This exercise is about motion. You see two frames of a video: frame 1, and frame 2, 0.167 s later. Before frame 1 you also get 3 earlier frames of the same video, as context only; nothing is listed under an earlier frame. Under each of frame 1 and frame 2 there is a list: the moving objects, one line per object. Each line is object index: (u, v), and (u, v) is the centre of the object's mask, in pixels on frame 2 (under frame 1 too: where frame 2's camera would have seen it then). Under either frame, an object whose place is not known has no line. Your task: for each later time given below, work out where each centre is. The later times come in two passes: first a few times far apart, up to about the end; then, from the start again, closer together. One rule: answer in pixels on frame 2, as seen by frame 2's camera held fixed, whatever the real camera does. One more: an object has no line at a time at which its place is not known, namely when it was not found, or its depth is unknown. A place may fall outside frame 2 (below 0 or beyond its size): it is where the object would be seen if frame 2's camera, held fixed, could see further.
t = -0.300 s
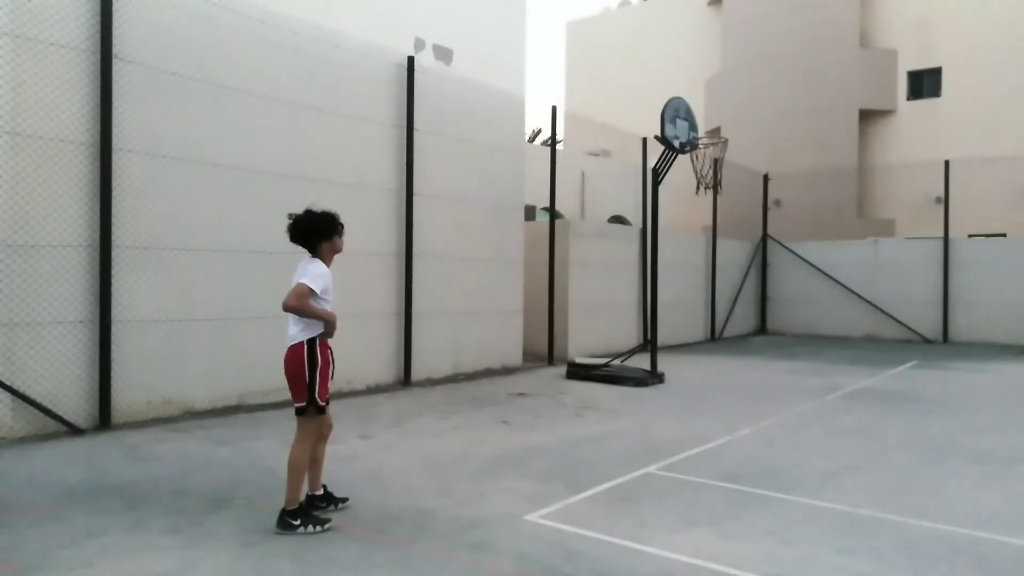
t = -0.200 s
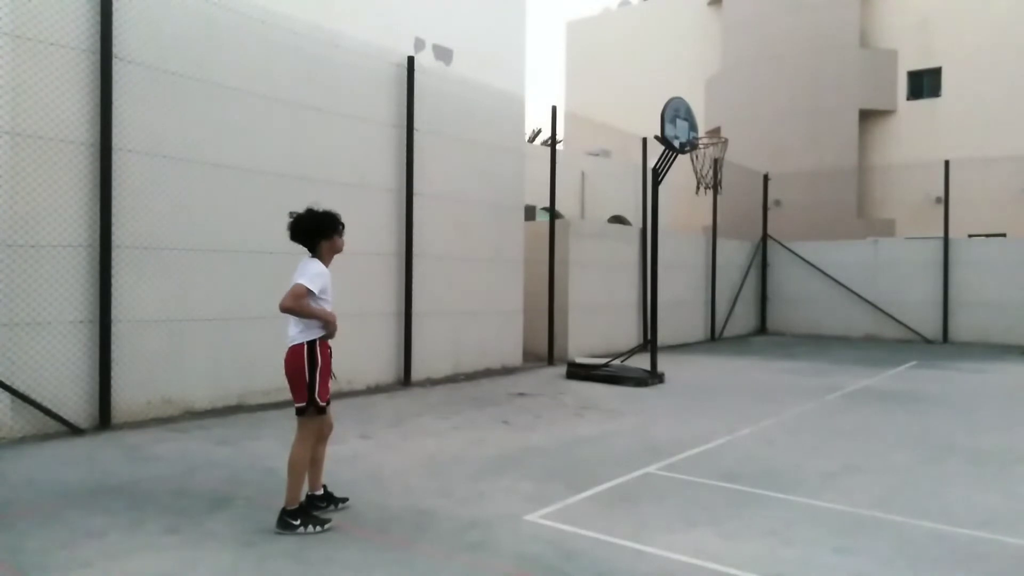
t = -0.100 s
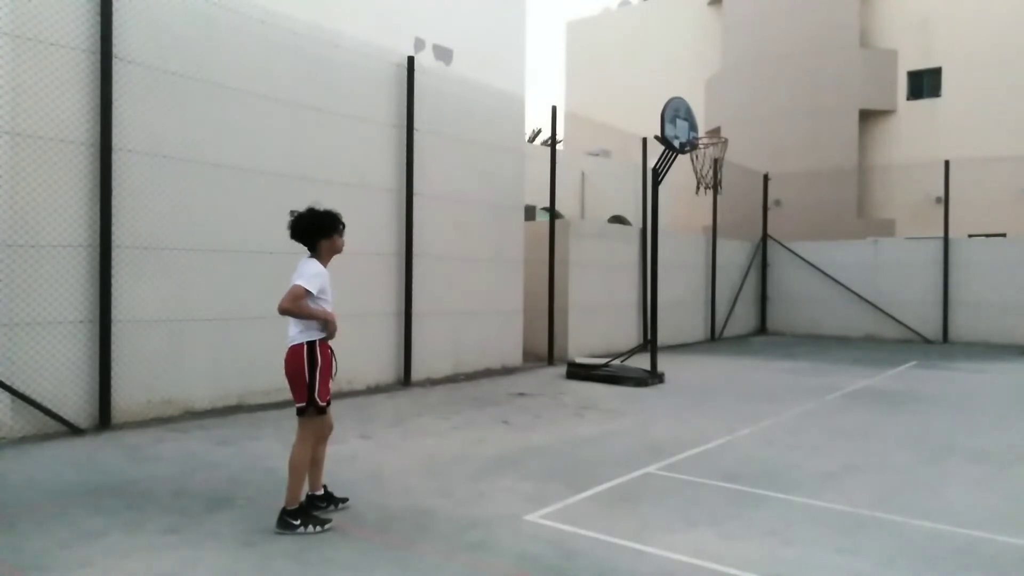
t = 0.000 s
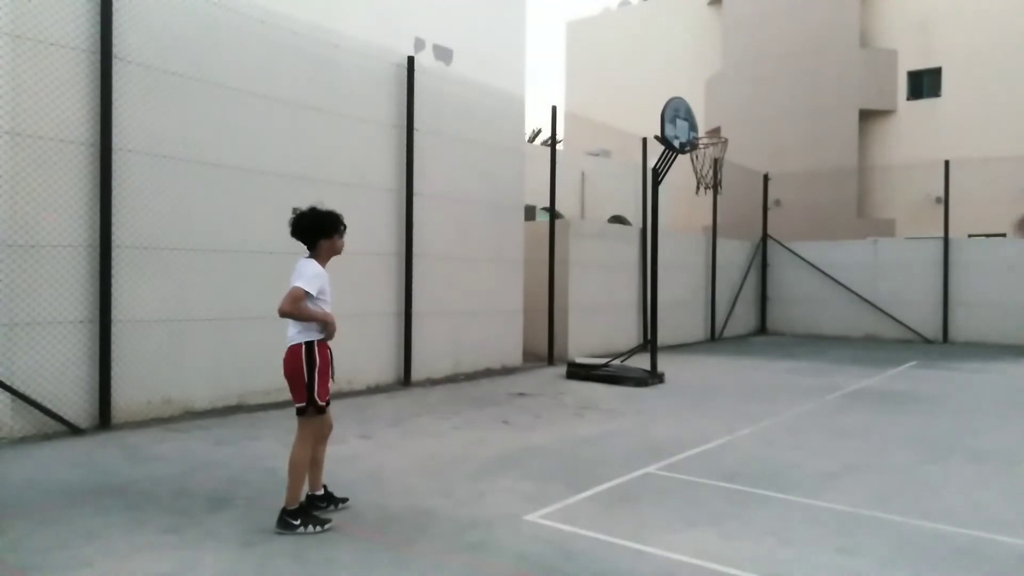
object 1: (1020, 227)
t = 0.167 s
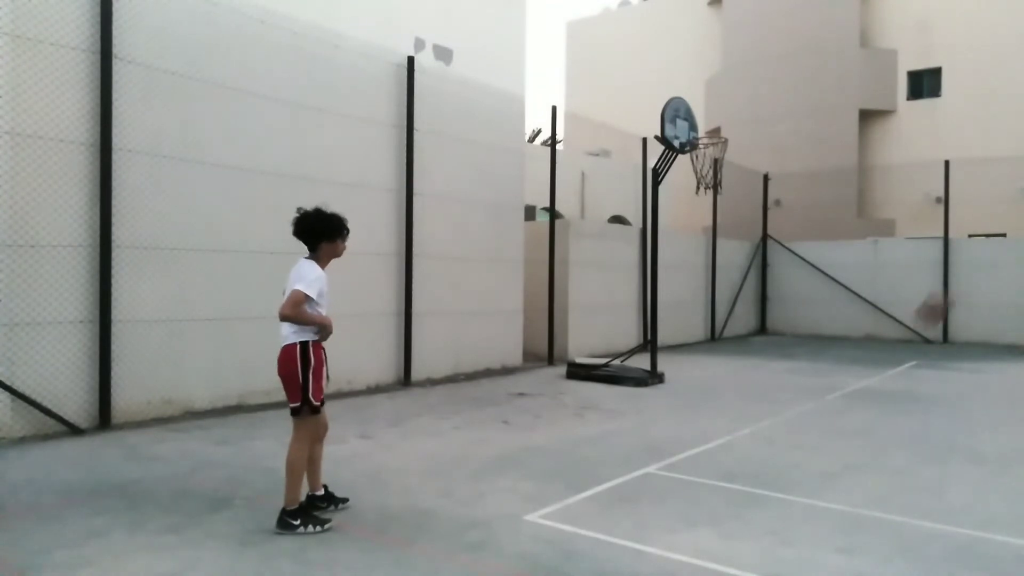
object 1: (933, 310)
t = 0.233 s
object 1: (889, 358)
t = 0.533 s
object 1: (757, 304)
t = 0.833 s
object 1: (640, 194)
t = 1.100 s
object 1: (512, 192)
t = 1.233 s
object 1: (440, 236)
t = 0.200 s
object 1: (914, 333)
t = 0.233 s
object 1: (889, 358)
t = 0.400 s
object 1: (802, 383)
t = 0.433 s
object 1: (792, 363)
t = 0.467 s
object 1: (782, 346)
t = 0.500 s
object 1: (769, 323)
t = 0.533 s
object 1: (757, 304)
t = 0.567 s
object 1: (747, 288)
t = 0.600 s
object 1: (733, 272)
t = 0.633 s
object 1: (720, 258)
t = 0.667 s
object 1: (708, 243)
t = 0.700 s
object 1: (696, 231)
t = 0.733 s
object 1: (682, 219)
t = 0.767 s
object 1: (668, 209)
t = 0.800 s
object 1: (655, 201)
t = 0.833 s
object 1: (640, 194)
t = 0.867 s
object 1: (625, 188)
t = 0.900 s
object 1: (610, 183)
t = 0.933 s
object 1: (595, 180)
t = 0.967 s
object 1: (580, 180)
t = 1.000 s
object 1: (565, 180)
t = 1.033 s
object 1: (547, 182)
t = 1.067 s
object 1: (530, 187)
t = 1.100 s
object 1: (512, 192)
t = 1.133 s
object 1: (496, 200)
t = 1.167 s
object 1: (477, 210)
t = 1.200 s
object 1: (457, 223)
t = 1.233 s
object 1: (440, 236)
